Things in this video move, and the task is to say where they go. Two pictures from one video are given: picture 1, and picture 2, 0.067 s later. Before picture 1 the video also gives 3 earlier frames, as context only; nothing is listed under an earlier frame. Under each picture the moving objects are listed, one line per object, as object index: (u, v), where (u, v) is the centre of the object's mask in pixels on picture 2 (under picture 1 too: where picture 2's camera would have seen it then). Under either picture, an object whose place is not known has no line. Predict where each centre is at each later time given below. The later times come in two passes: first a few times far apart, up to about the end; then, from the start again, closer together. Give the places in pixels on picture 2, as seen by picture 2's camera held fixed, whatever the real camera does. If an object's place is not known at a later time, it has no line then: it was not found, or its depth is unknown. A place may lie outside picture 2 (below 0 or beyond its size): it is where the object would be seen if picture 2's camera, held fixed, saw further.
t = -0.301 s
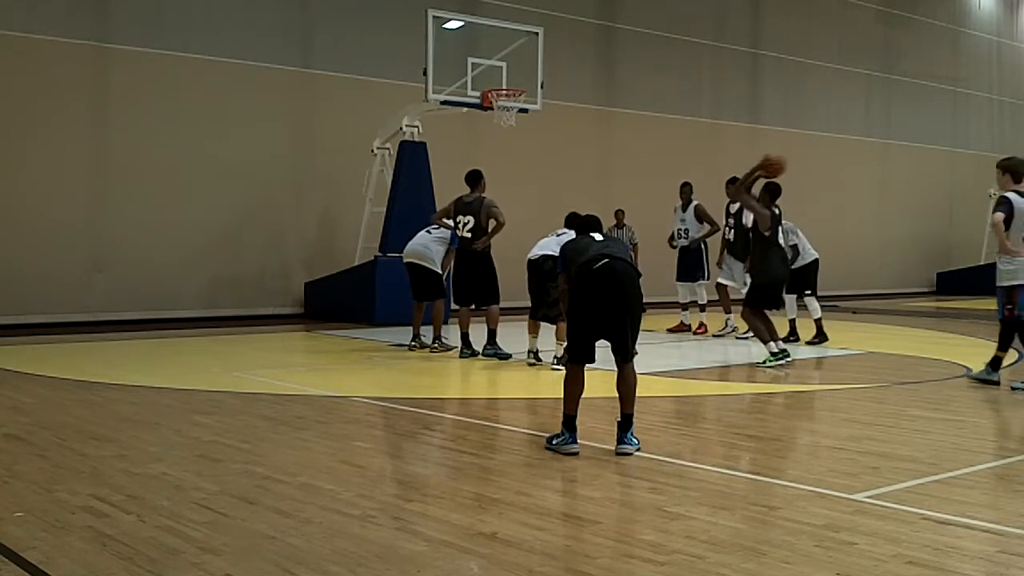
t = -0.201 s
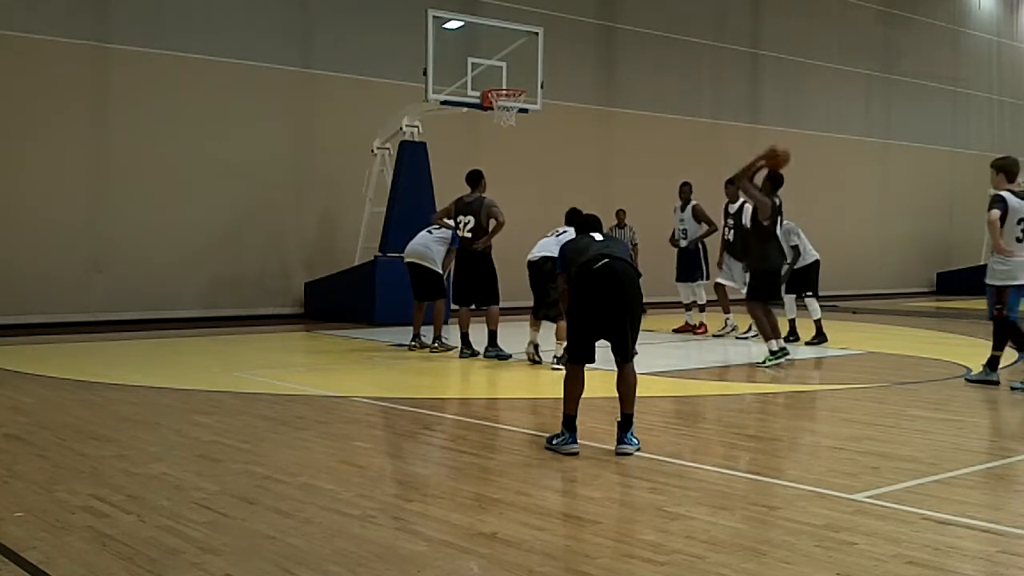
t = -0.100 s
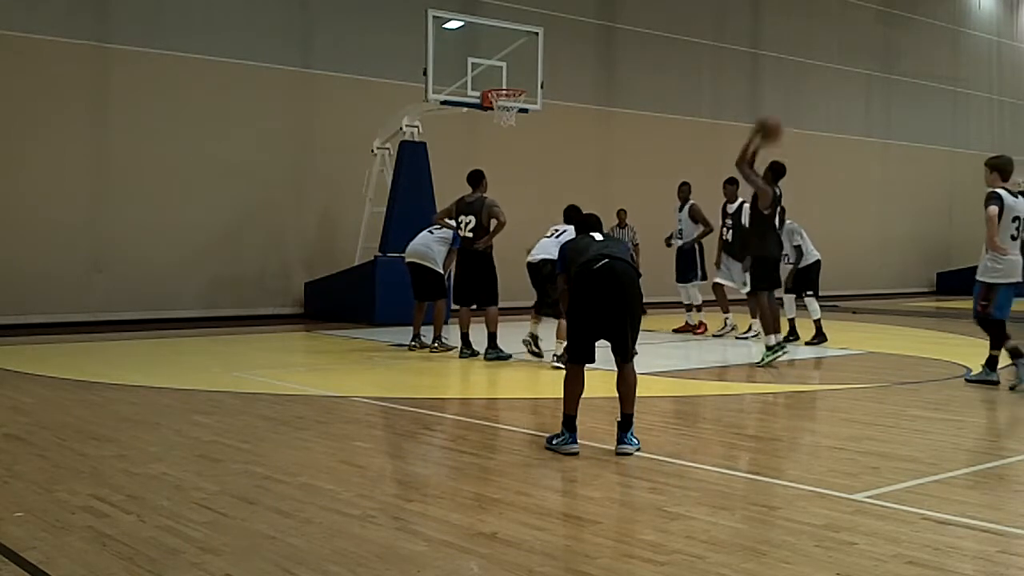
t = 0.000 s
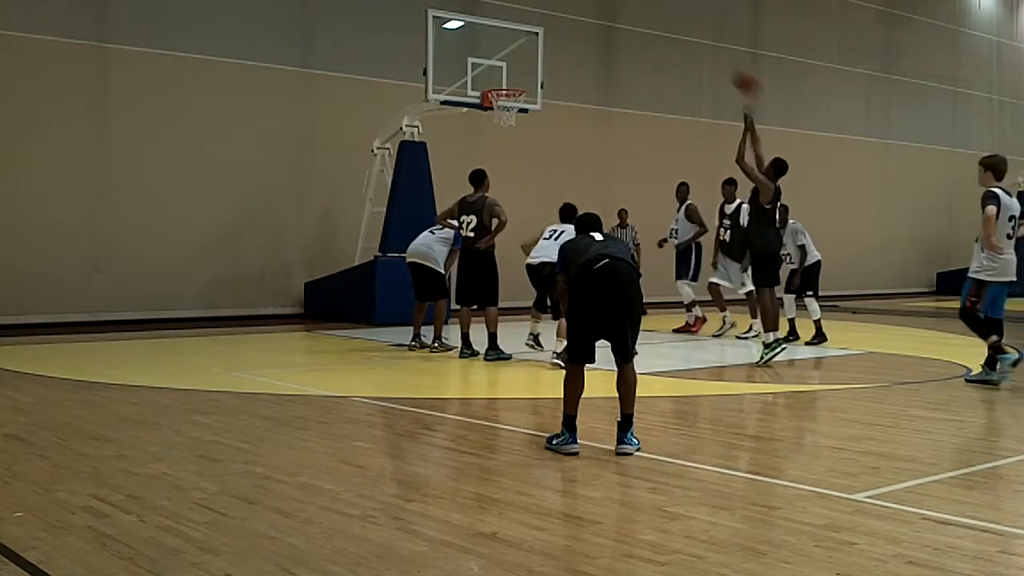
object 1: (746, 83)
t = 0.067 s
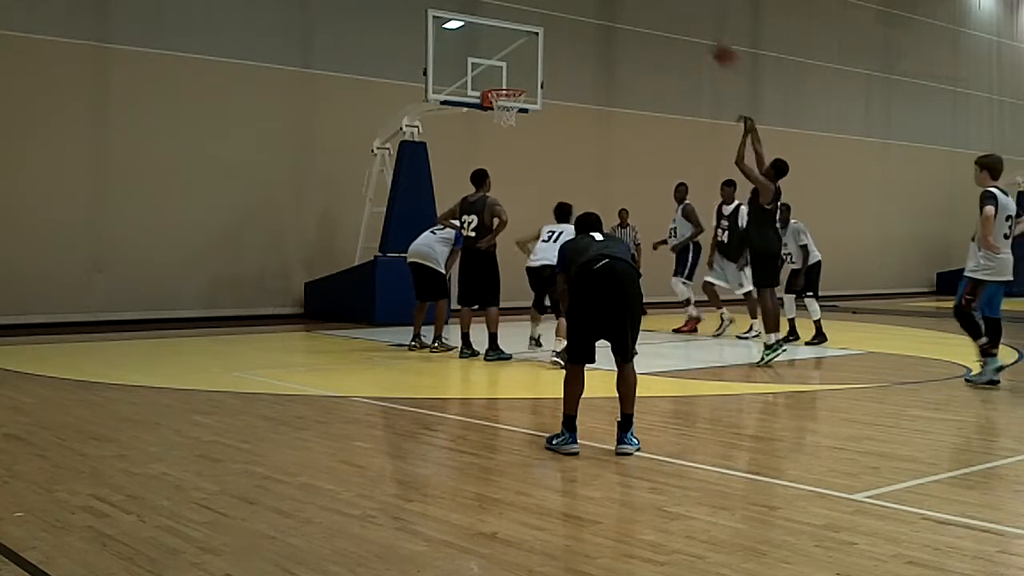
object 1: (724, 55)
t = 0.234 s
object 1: (673, 8)
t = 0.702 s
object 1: (551, 14)
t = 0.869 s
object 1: (516, 60)
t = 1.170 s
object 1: (522, 107)
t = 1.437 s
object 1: (513, 138)
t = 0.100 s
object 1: (713, 43)
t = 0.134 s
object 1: (703, 31)
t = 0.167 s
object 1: (693, 22)
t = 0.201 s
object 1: (682, 12)
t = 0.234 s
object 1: (673, 8)
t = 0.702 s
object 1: (551, 14)
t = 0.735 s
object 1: (544, 22)
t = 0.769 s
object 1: (536, 31)
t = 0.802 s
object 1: (529, 40)
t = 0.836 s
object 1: (523, 50)
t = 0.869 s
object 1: (516, 60)
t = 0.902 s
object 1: (509, 72)
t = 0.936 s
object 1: (502, 83)
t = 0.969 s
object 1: (500, 88)
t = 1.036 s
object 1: (516, 108)
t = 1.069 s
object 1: (519, 107)
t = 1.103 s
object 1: (522, 106)
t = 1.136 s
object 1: (522, 108)
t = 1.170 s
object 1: (522, 107)
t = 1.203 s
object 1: (522, 108)
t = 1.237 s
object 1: (521, 109)
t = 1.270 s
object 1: (520, 110)
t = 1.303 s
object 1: (519, 115)
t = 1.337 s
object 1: (517, 119)
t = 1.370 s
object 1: (516, 124)
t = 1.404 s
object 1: (514, 130)
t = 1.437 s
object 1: (513, 138)
